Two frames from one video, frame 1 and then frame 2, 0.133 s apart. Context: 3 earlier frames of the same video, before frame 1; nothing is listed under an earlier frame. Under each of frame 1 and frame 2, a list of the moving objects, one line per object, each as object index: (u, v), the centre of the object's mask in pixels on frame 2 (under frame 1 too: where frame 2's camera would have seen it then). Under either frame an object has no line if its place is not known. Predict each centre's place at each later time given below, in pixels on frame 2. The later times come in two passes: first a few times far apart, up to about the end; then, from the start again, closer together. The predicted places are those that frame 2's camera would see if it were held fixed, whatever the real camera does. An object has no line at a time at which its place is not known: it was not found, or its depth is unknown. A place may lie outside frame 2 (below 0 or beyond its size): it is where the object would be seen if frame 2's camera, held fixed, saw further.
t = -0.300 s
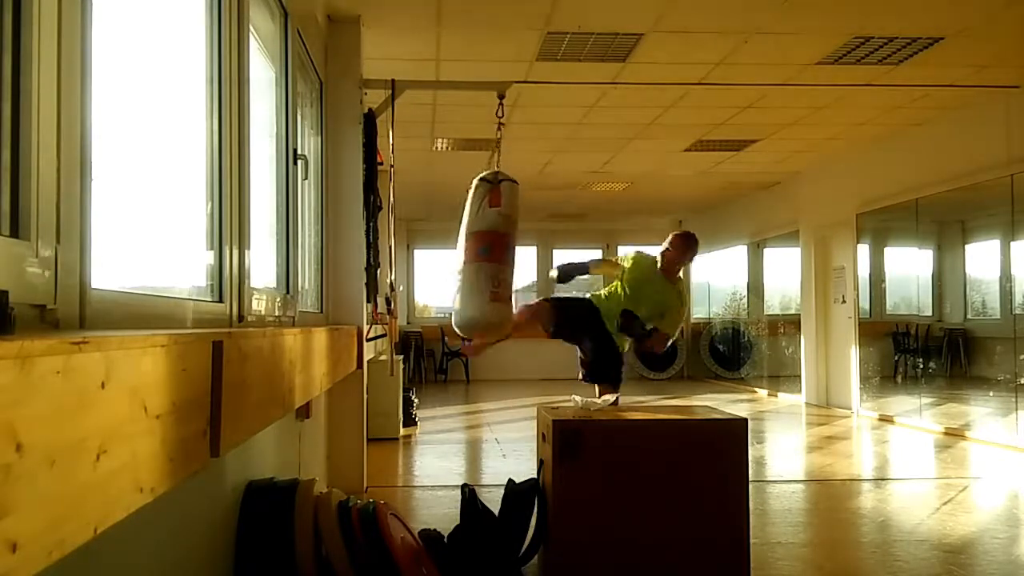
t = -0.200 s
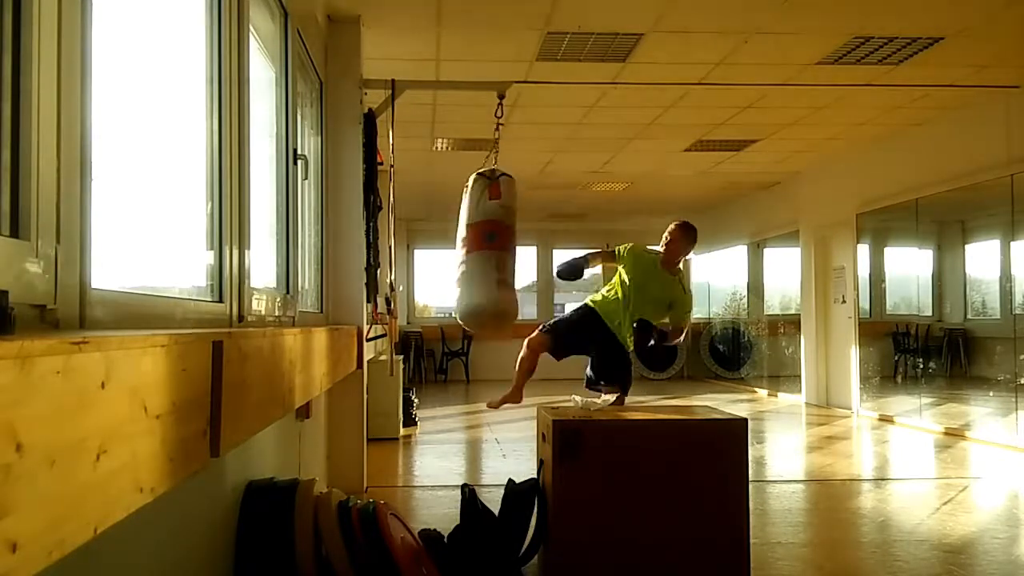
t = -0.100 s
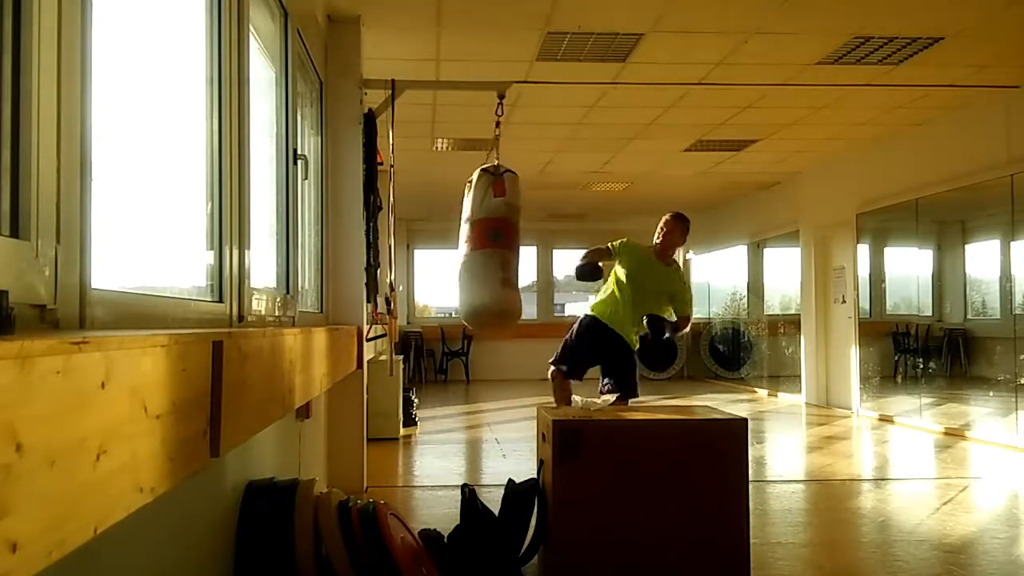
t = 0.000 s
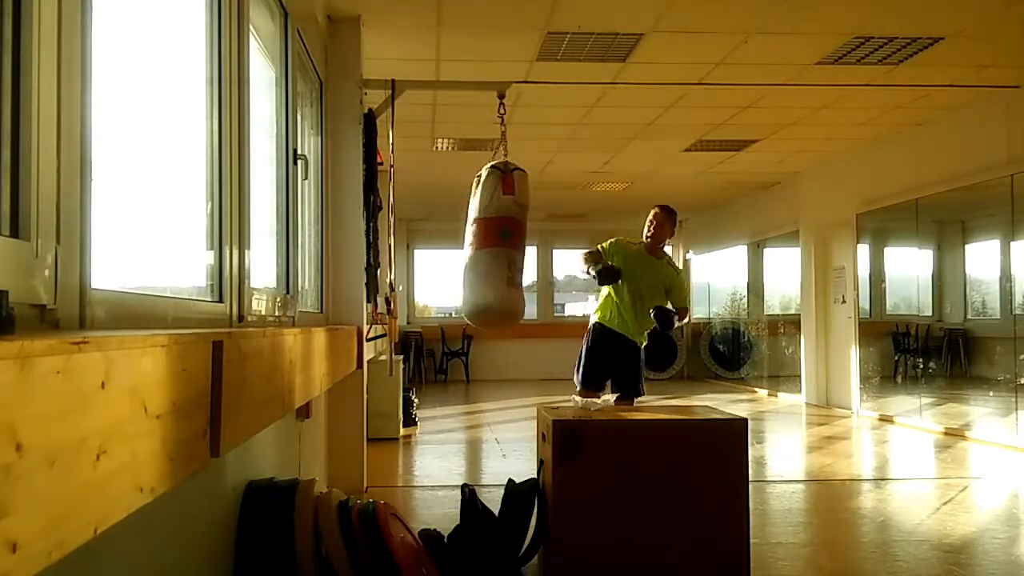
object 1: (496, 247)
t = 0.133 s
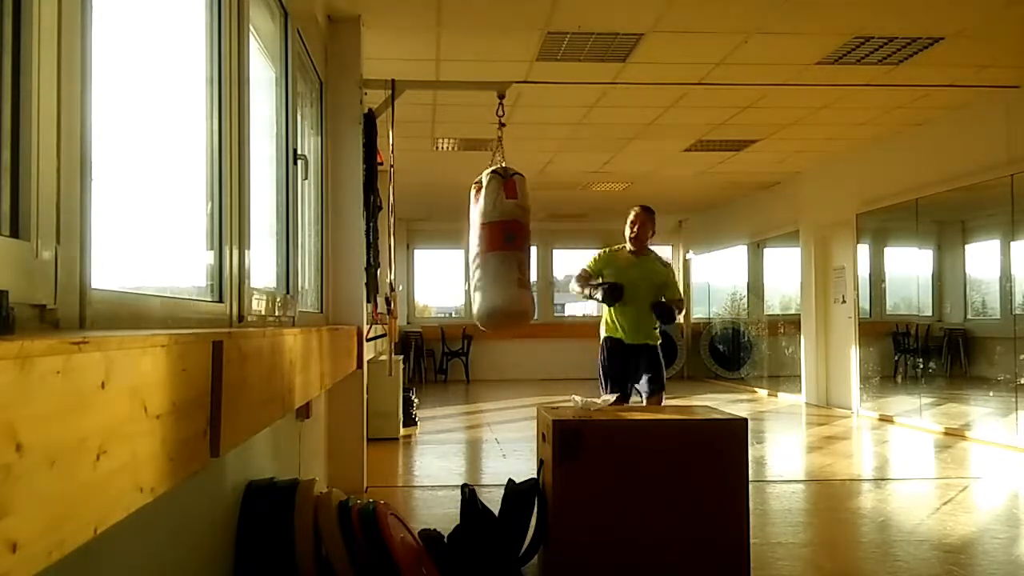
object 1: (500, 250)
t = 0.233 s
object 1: (504, 253)
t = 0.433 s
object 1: (511, 261)
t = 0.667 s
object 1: (515, 261)
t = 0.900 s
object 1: (512, 256)
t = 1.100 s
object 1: (504, 253)
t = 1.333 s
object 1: (496, 258)
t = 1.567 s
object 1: (490, 262)
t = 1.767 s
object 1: (489, 258)
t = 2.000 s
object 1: (494, 250)
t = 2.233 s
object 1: (503, 249)
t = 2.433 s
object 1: (509, 257)
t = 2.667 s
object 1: (512, 263)
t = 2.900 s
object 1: (510, 258)
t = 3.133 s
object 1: (503, 254)
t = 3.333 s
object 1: (496, 255)
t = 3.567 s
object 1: (491, 260)
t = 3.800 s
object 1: (491, 261)
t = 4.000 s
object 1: (495, 256)
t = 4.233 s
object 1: (504, 250)
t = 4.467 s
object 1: (511, 255)
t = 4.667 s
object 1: (514, 262)
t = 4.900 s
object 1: (511, 264)
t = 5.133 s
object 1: (503, 259)
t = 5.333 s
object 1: (496, 256)
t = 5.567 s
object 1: (490, 259)
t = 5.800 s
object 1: (489, 264)
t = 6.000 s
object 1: (493, 261)
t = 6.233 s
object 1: (502, 251)
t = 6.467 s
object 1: (511, 252)
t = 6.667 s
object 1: (516, 257)
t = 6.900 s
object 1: (513, 265)
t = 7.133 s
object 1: (505, 262)
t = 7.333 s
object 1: (496, 258)
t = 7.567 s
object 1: (489, 257)
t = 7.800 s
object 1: (487, 263)
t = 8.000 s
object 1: (494, 262)
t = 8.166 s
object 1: (502, 256)
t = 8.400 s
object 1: (514, 250)
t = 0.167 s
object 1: (501, 251)
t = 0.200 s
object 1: (502, 251)
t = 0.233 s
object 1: (504, 253)
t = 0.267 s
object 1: (506, 254)
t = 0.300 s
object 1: (508, 255)
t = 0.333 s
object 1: (510, 256)
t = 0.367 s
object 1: (510, 258)
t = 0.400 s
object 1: (511, 260)
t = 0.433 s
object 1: (511, 261)
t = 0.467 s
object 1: (512, 262)
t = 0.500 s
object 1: (514, 262)
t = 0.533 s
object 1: (514, 262)
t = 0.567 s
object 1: (515, 262)
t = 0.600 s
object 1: (515, 262)
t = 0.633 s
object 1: (516, 262)
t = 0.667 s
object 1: (515, 261)
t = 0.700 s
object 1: (515, 261)
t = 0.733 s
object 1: (514, 259)
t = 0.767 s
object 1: (514, 259)
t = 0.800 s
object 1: (514, 258)
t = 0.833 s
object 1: (513, 257)
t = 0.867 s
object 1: (513, 256)
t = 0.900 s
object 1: (512, 256)
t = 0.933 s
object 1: (510, 254)
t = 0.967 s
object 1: (509, 254)
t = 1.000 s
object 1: (508, 254)
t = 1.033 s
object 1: (506, 254)
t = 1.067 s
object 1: (505, 253)
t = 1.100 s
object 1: (504, 253)
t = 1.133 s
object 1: (503, 254)
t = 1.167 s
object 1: (502, 254)
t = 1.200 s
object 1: (500, 255)
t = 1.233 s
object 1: (499, 255)
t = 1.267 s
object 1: (498, 256)
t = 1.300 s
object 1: (497, 257)
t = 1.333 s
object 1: (496, 258)
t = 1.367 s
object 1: (495, 259)
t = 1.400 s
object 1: (494, 260)
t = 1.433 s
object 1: (493, 261)
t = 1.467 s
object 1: (492, 261)
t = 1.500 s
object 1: (491, 262)
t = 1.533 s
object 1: (490, 262)
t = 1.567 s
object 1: (490, 262)
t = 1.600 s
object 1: (489, 262)
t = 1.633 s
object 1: (489, 262)
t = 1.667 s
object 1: (489, 261)
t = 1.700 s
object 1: (489, 260)
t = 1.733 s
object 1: (489, 259)
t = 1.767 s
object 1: (489, 258)
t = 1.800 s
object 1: (490, 257)
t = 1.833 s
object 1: (490, 256)
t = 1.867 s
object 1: (491, 254)
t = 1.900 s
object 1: (491, 253)
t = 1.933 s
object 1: (492, 252)
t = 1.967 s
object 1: (493, 251)
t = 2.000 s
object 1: (494, 250)
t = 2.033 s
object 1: (495, 250)
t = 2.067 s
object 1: (497, 249)
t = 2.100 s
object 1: (498, 249)
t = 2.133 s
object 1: (499, 249)
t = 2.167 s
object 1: (500, 249)
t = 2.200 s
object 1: (501, 249)
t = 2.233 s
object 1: (503, 249)
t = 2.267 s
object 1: (504, 250)
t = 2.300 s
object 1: (505, 250)
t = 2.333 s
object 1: (506, 251)
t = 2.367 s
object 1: (507, 253)
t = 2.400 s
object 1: (508, 255)
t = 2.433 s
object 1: (509, 257)
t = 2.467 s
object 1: (510, 258)
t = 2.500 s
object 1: (511, 259)
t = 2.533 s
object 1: (511, 260)
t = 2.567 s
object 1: (511, 261)
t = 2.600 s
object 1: (512, 262)
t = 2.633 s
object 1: (512, 263)
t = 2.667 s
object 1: (512, 263)
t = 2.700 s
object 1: (512, 263)
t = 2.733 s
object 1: (513, 262)
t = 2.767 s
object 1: (512, 262)
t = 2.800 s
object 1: (511, 261)
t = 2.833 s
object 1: (511, 261)
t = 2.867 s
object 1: (510, 260)
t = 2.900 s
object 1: (510, 258)
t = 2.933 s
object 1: (509, 258)
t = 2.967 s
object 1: (508, 256)
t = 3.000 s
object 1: (507, 256)
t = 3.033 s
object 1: (506, 255)
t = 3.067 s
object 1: (505, 255)
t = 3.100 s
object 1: (504, 254)
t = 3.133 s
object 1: (503, 254)
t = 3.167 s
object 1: (502, 254)
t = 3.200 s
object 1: (501, 254)
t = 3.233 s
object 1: (500, 254)
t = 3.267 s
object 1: (499, 254)
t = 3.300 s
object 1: (498, 254)
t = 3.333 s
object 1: (496, 255)
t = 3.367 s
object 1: (495, 255)
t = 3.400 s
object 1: (495, 256)
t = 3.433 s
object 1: (494, 257)
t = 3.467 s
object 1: (493, 257)
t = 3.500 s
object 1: (493, 258)
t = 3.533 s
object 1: (492, 258)
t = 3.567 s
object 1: (491, 260)
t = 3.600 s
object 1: (491, 261)
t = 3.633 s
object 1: (491, 261)
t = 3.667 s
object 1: (491, 262)
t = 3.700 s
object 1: (491, 263)
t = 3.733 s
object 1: (491, 263)
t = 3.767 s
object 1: (491, 262)
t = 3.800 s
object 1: (491, 261)
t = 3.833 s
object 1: (491, 261)
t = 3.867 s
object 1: (492, 260)
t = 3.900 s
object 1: (492, 259)
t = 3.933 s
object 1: (493, 259)
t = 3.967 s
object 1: (494, 257)
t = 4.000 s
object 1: (495, 256)
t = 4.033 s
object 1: (496, 254)
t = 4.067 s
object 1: (497, 254)
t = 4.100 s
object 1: (498, 252)
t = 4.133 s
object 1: (500, 251)
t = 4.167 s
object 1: (501, 251)
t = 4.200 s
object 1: (502, 251)
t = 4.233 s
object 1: (504, 250)
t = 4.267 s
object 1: (505, 250)
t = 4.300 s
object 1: (507, 250)
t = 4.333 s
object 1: (507, 250)
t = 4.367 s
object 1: (509, 251)
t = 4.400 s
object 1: (509, 252)
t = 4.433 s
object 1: (510, 254)
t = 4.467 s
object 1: (511, 255)
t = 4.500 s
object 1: (512, 256)
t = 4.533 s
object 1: (512, 257)
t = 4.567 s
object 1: (513, 259)
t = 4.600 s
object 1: (513, 261)
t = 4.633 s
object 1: (513, 262)
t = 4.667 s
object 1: (514, 262)
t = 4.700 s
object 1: (513, 264)
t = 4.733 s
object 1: (513, 265)
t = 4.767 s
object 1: (514, 264)
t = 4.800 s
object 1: (513, 264)
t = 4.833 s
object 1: (513, 265)
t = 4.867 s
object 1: (512, 264)
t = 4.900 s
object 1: (511, 264)
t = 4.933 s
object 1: (510, 264)
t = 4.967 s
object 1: (509, 263)
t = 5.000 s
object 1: (508, 262)
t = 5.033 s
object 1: (507, 261)
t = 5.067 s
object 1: (506, 260)
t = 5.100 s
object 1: (504, 259)
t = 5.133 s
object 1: (503, 259)
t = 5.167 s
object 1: (502, 258)
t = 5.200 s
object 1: (501, 258)
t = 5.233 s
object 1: (500, 257)
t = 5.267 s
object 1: (498, 257)
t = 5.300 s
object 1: (497, 256)
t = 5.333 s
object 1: (496, 256)
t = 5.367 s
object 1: (495, 256)
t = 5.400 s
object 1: (494, 257)
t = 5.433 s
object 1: (493, 257)
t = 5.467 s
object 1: (492, 257)
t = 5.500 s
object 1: (492, 258)
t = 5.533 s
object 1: (491, 258)
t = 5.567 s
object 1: (490, 259)
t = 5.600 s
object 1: (490, 260)
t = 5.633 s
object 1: (489, 260)
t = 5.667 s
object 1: (489, 261)
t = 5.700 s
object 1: (489, 262)
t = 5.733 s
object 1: (489, 263)
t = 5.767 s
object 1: (489, 263)
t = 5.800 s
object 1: (489, 264)
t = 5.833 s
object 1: (490, 264)
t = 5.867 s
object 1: (490, 264)
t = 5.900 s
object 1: (491, 263)
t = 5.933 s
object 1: (491, 263)
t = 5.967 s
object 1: (492, 262)
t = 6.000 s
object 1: (493, 261)
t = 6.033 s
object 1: (494, 260)
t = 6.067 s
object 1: (495, 259)
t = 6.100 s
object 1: (496, 257)
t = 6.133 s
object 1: (498, 256)
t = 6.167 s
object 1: (499, 255)
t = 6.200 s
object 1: (501, 254)
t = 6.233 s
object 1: (502, 251)
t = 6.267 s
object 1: (503, 251)
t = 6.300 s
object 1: (505, 251)
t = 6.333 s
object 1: (507, 250)
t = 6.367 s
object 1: (508, 250)
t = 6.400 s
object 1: (509, 251)
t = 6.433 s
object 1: (510, 251)
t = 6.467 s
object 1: (511, 252)
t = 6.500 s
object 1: (512, 253)
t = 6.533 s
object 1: (512, 254)
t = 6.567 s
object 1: (515, 252)
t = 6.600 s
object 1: (516, 254)
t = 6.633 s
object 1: (515, 256)
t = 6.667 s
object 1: (516, 257)
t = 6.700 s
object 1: (516, 259)
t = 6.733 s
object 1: (516, 260)
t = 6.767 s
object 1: (516, 262)
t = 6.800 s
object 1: (515, 263)
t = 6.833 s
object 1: (515, 264)
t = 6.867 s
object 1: (514, 265)
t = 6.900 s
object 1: (513, 265)
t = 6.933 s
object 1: (512, 265)
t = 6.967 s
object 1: (511, 265)
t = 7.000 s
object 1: (510, 264)
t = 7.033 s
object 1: (509, 264)
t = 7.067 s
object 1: (507, 263)
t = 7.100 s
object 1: (506, 263)
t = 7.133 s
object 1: (505, 262)
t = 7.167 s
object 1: (503, 262)
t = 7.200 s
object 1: (502, 260)
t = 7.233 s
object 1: (500, 260)
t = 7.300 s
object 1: (497, 259)
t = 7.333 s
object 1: (496, 258)
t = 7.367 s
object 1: (495, 257)
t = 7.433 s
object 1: (491, 257)
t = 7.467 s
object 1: (491, 256)
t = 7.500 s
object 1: (489, 256)
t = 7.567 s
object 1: (489, 257)
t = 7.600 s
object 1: (488, 257)
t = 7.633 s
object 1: (487, 258)
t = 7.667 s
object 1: (487, 260)
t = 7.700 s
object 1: (487, 260)
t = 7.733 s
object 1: (487, 261)
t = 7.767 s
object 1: (487, 262)
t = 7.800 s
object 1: (487, 263)
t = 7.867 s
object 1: (488, 264)
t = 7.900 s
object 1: (489, 264)
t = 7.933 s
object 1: (489, 264)
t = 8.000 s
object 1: (494, 262)
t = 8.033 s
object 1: (496, 261)
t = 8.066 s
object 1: (497, 260)
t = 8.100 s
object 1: (499, 258)
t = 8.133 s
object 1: (500, 256)
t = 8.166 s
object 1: (502, 256)
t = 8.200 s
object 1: (504, 254)
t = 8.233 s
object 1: (506, 253)
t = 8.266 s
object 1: (507, 253)
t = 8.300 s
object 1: (509, 252)
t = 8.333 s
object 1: (510, 252)
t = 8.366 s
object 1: (511, 252)
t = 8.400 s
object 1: (514, 250)
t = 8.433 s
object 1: (515, 250)
